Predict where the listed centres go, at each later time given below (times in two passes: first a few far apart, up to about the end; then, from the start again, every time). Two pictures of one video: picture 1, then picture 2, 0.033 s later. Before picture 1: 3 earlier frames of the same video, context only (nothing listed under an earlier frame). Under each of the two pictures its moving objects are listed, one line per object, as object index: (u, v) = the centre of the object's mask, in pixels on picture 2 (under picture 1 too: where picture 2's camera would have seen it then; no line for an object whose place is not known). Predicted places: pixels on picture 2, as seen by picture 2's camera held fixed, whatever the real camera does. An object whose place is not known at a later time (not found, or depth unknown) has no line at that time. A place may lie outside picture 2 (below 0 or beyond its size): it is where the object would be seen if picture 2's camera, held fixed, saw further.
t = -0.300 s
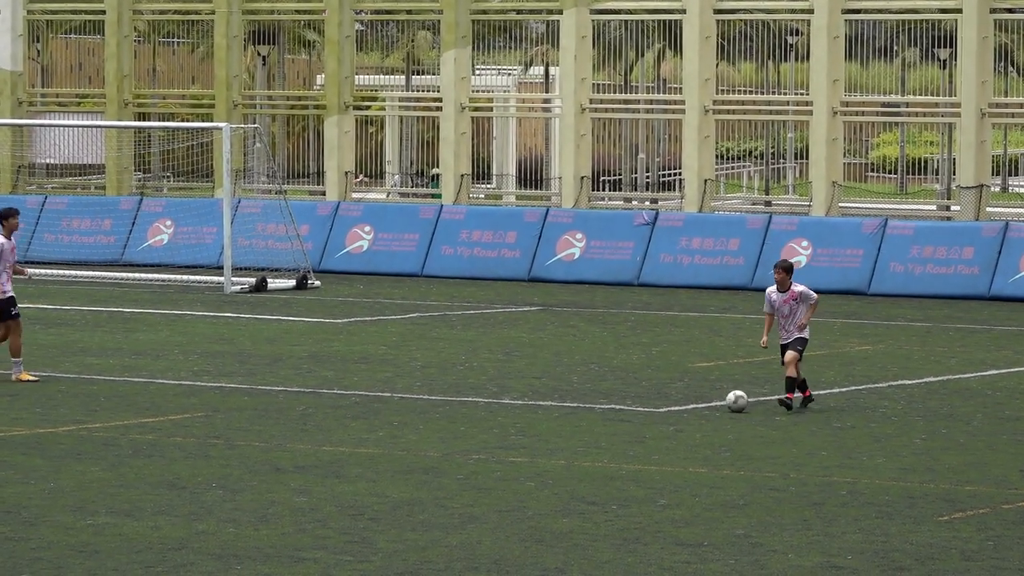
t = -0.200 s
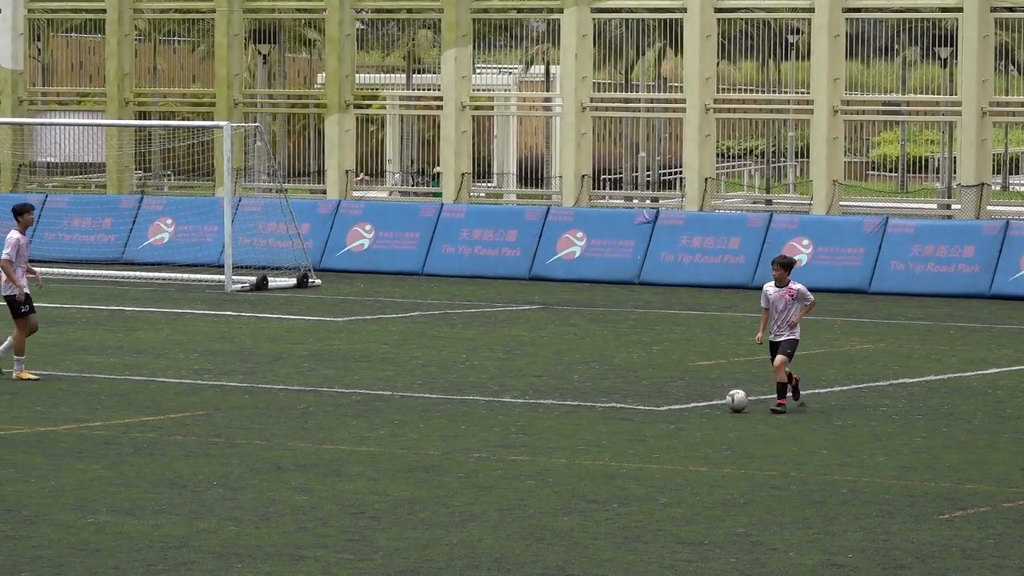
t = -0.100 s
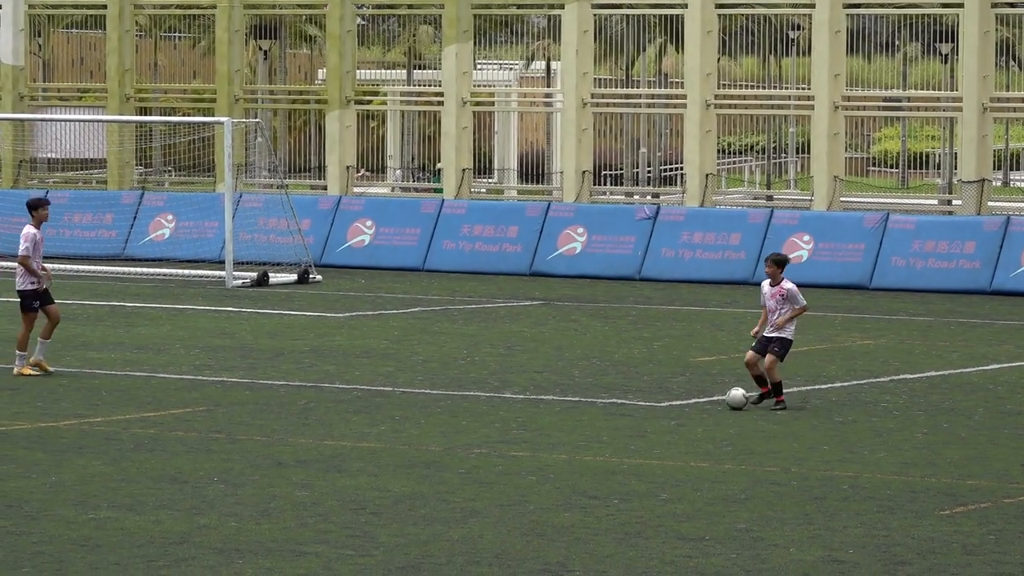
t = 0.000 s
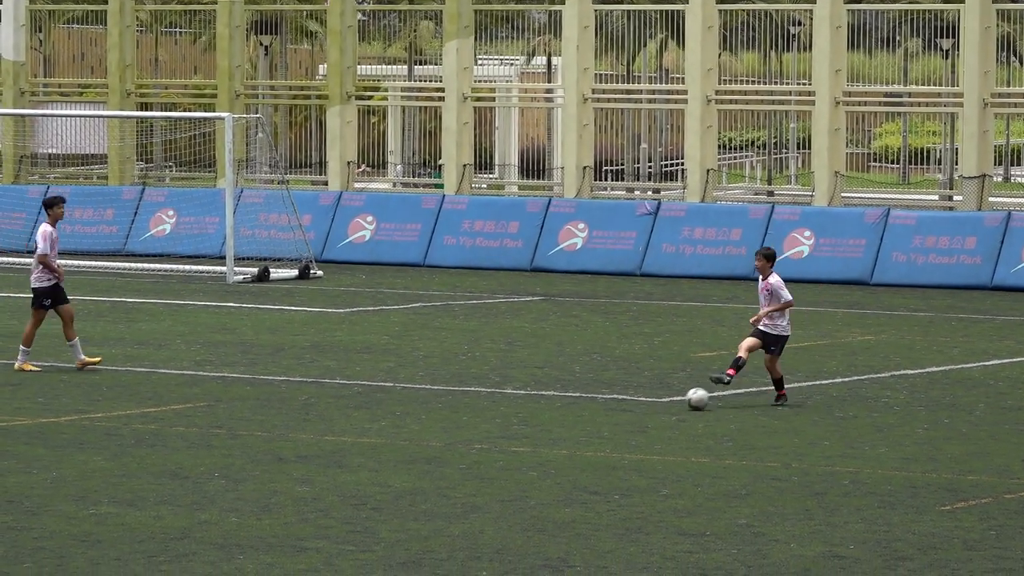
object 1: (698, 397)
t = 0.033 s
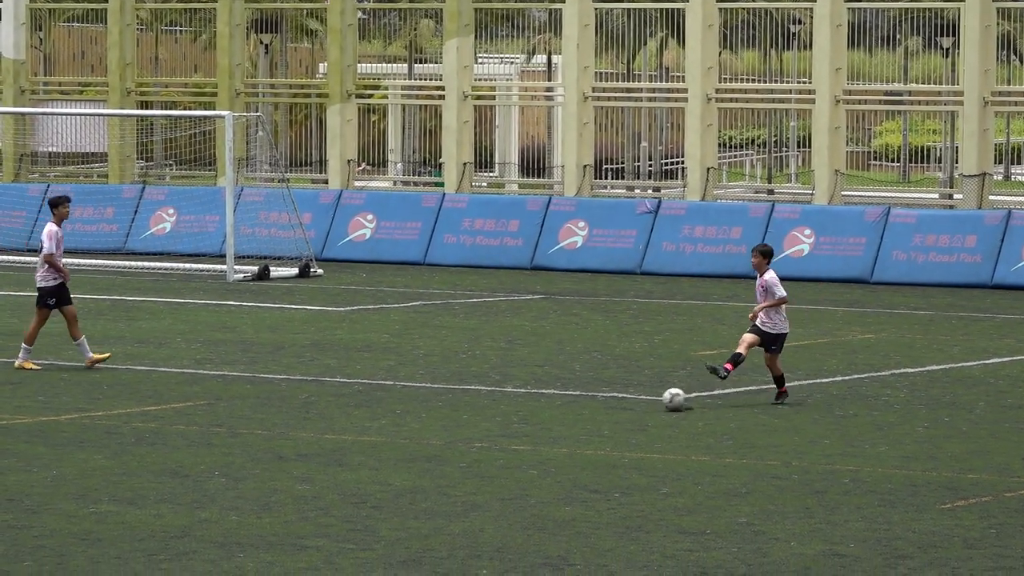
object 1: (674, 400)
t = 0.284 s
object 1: (499, 420)
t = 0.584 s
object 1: (307, 440)
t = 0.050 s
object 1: (662, 400)
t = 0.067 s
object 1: (650, 402)
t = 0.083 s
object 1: (638, 402)
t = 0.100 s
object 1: (627, 404)
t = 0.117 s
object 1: (615, 406)
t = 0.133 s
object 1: (602, 408)
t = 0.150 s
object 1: (591, 409)
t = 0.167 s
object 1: (580, 409)
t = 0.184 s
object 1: (568, 410)
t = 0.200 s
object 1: (557, 411)
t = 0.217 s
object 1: (546, 412)
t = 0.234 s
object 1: (534, 414)
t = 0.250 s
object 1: (522, 416)
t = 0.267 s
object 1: (511, 418)
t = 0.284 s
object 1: (499, 420)
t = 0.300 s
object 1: (488, 422)
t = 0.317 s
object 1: (476, 422)
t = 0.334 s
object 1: (465, 424)
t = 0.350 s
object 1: (455, 425)
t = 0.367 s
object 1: (444, 426)
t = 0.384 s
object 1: (433, 428)
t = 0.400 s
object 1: (422, 428)
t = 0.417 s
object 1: (410, 430)
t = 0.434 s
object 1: (400, 431)
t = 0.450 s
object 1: (389, 433)
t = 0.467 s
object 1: (379, 434)
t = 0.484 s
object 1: (369, 434)
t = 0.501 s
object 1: (359, 434)
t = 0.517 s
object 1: (349, 434)
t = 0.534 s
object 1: (339, 435)
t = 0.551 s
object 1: (327, 436)
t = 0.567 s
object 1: (317, 438)
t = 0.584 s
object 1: (307, 440)
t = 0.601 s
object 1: (297, 443)
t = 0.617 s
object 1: (286, 446)
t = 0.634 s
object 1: (276, 447)
